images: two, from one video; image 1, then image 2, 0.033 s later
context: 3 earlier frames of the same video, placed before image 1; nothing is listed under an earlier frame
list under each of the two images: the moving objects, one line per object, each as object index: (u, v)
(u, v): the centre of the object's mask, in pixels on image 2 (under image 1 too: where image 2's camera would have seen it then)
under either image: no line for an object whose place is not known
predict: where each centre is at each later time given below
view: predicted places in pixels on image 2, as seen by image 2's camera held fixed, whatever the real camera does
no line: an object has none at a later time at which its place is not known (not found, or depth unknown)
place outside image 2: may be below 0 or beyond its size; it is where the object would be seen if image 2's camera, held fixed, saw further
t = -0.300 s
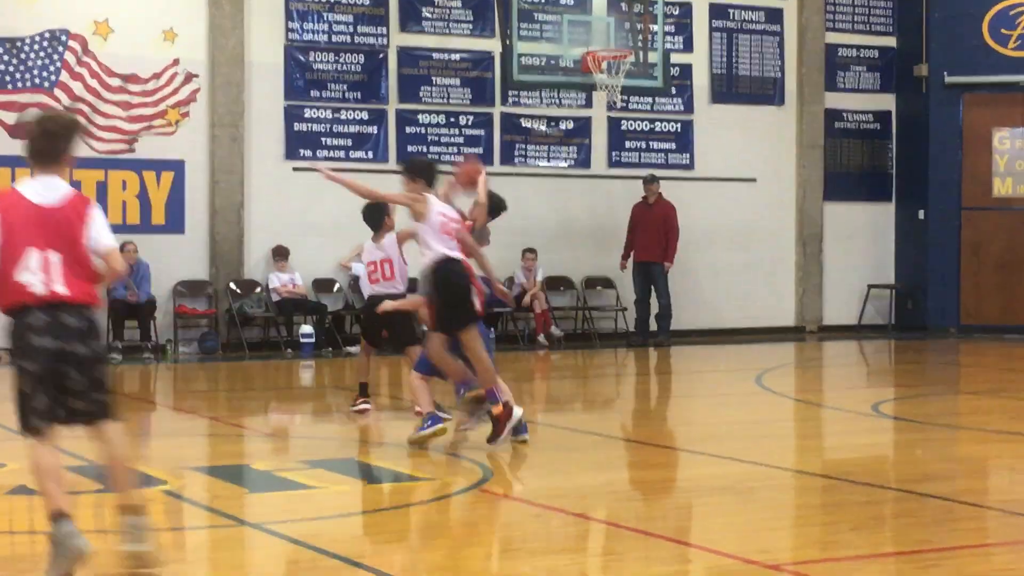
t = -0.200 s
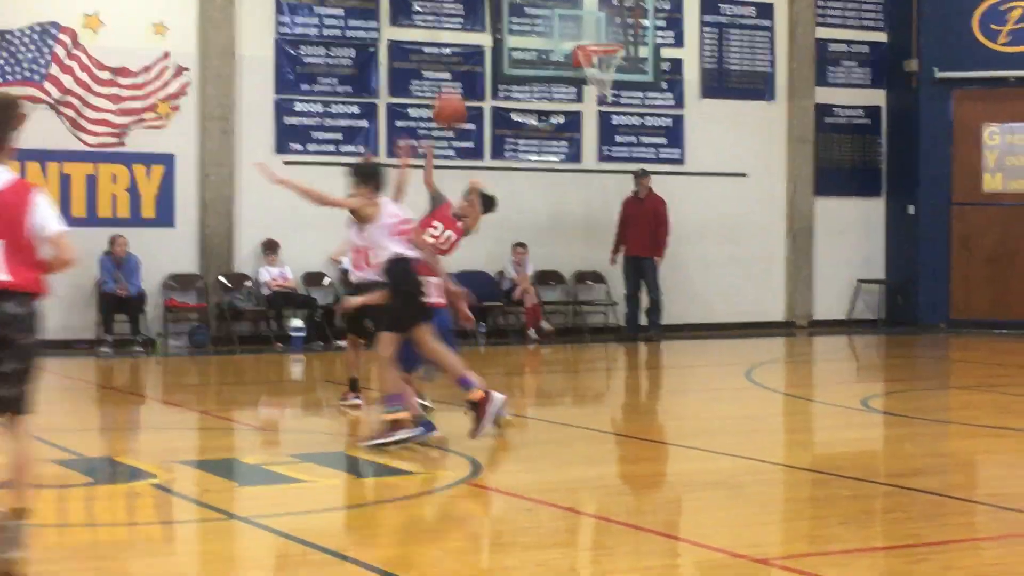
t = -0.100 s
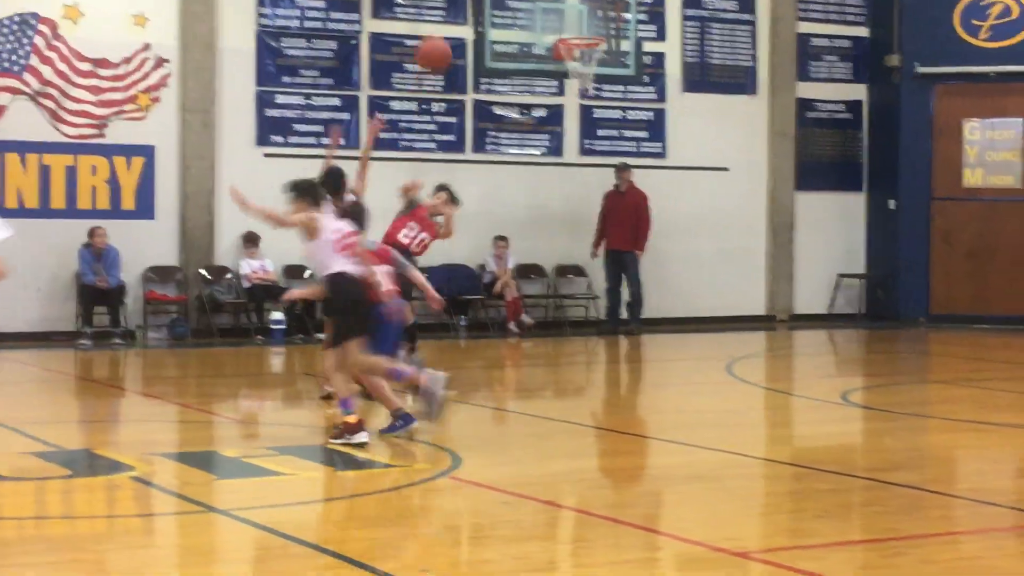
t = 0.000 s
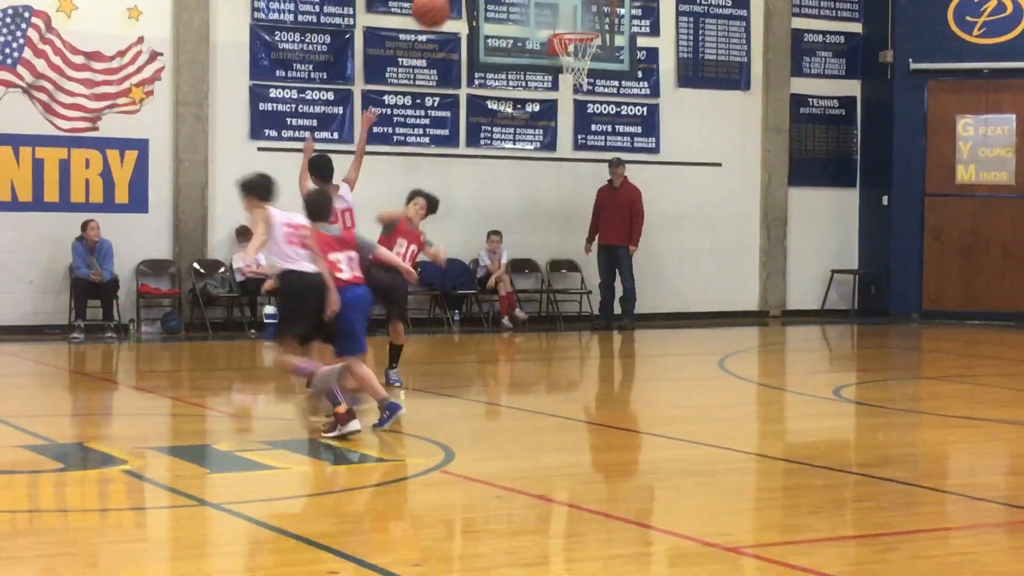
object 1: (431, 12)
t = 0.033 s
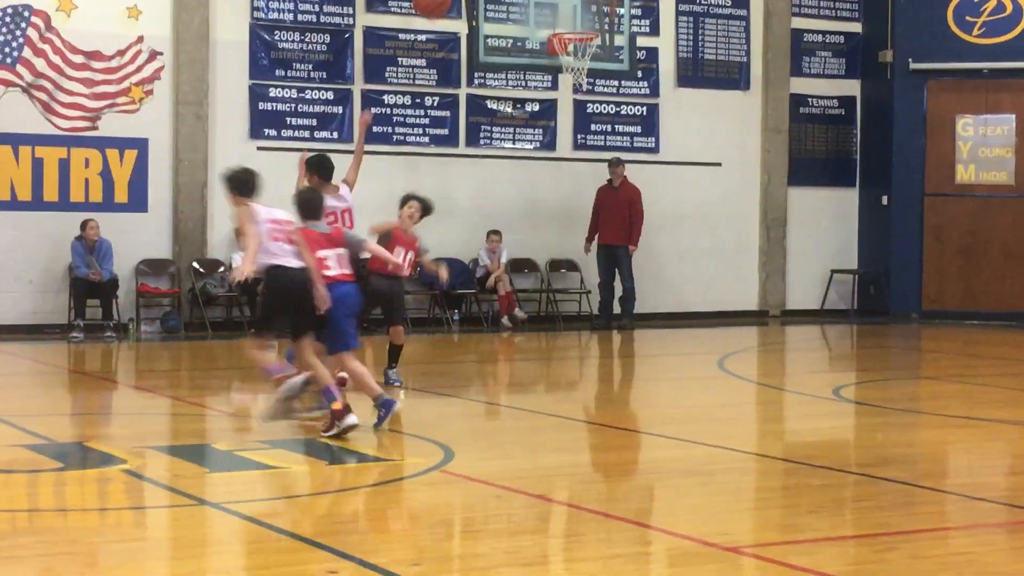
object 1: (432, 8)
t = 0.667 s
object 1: (471, 189)
